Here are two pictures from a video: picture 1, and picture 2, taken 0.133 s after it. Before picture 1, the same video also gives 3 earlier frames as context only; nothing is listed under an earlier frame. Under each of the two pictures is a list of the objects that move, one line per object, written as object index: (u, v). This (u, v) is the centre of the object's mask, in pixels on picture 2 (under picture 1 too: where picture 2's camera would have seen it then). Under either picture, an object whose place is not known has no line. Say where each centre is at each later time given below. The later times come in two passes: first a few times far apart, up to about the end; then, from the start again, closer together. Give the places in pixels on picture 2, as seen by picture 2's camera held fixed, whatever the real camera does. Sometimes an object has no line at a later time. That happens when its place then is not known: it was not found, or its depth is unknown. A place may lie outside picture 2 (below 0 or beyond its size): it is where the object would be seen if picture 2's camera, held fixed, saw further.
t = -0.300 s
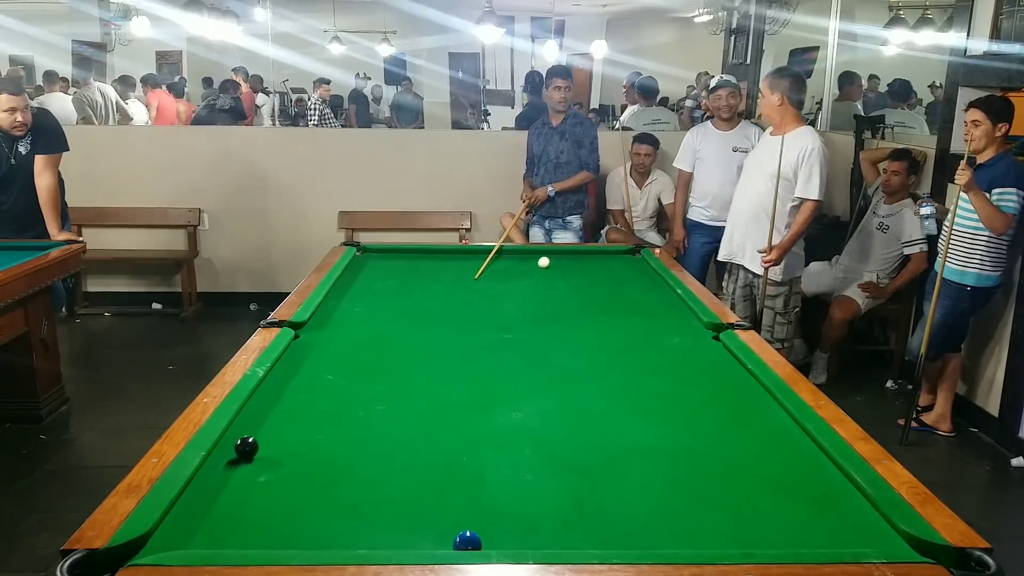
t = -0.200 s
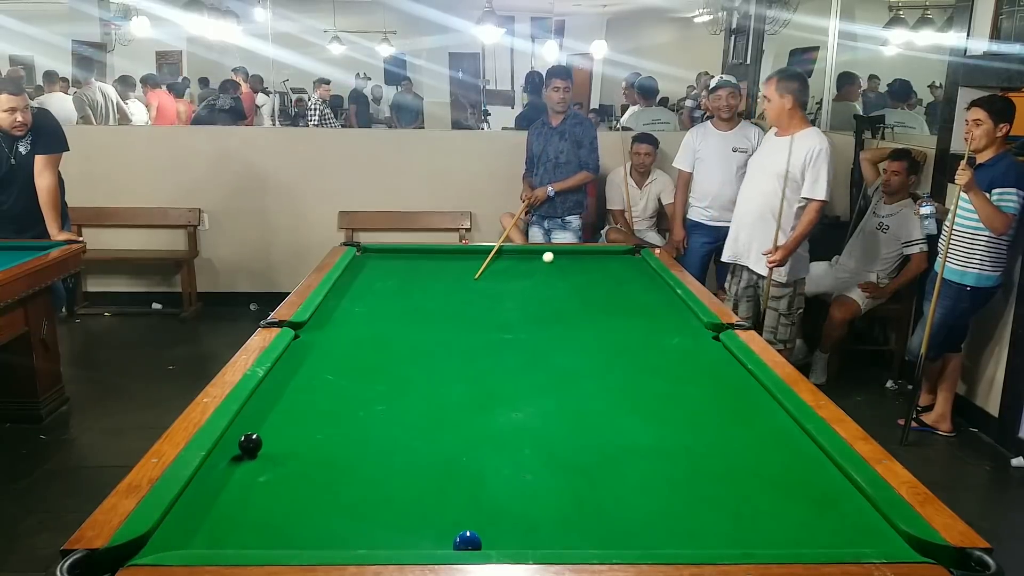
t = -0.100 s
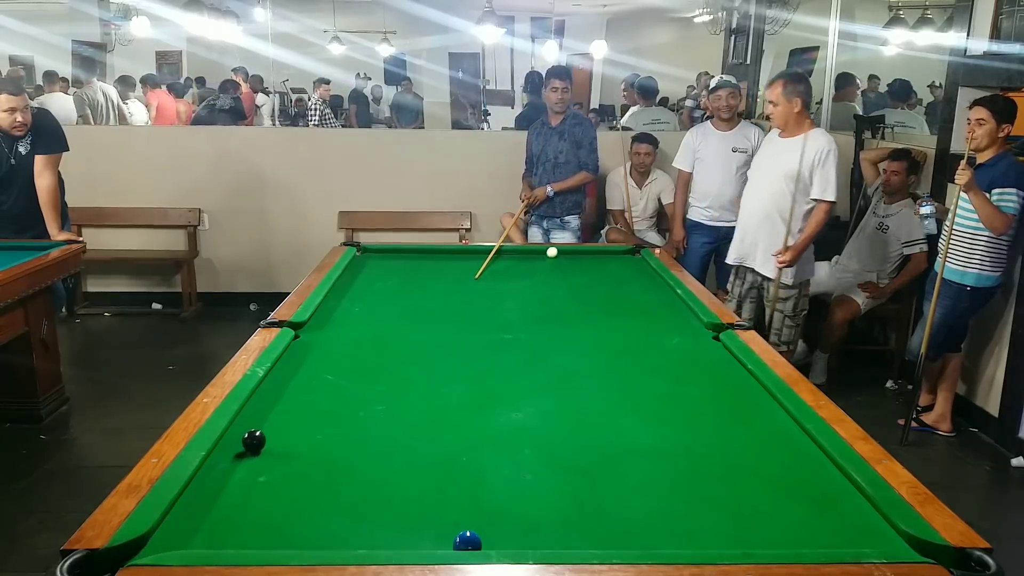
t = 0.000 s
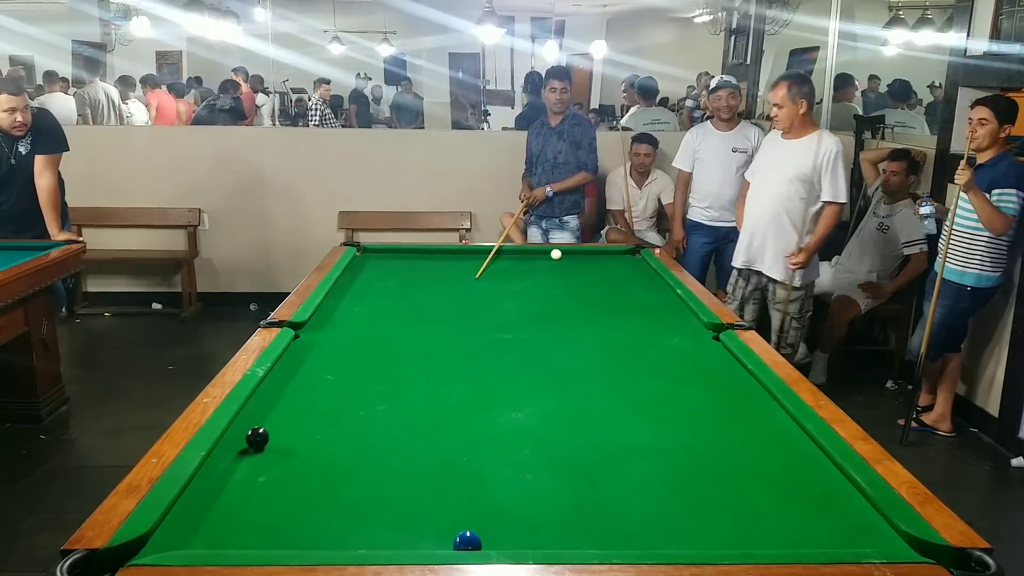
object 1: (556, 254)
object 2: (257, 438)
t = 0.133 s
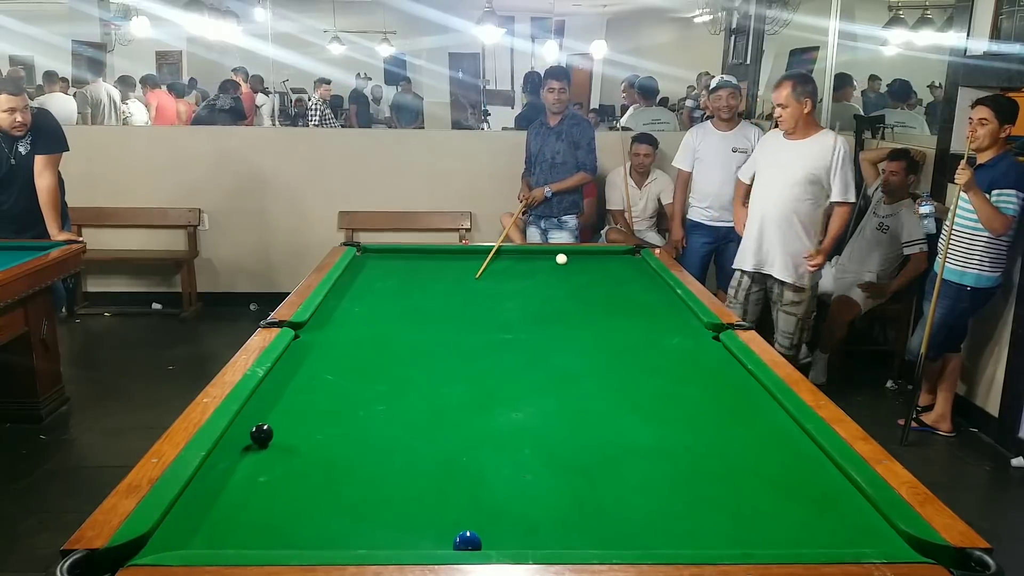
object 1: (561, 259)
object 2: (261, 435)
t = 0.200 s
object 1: (564, 262)
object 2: (264, 433)
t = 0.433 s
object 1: (574, 270)
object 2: (271, 429)
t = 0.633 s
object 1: (583, 279)
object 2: (276, 426)
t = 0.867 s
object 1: (594, 289)
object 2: (280, 423)
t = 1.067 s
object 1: (604, 298)
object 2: (281, 422)
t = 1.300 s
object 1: (616, 309)
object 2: (282, 421)
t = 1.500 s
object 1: (627, 319)
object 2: (282, 422)
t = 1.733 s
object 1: (640, 331)
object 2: (282, 422)
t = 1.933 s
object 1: (652, 343)
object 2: (282, 422)
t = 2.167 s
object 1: (667, 356)
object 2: (282, 422)
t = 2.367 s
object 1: (681, 369)
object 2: (282, 422)
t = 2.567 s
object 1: (694, 382)
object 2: (282, 422)
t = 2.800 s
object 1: (712, 397)
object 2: (282, 422)
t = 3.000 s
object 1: (727, 411)
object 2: (282, 422)
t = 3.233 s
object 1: (745, 428)
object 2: (282, 422)
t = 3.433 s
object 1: (762, 443)
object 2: (282, 422)
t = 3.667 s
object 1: (781, 461)
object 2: (282, 422)
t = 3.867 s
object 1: (799, 476)
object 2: (282, 422)
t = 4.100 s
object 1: (820, 494)
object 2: (282, 422)
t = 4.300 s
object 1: (838, 509)
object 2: (282, 422)
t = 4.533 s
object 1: (860, 526)
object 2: (282, 422)
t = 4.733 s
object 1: (878, 538)
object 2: (282, 422)
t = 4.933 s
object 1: (893, 543)
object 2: (282, 422)
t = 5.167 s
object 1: (900, 540)
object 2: (282, 422)
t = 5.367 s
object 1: (892, 540)
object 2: (282, 422)
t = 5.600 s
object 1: (885, 539)
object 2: (282, 422)
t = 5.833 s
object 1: (881, 539)
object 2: (282, 422)
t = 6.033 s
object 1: (881, 539)
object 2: (282, 422)
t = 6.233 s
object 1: (882, 539)
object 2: (282, 422)
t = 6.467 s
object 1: (883, 539)
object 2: (282, 422)
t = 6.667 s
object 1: (883, 539)
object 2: (282, 422)
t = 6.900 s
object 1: (883, 539)
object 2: (282, 422)
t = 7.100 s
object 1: (883, 539)
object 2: (282, 422)
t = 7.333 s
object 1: (883, 539)
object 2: (282, 422)
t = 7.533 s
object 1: (883, 539)
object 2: (282, 422)
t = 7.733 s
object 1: (883, 539)
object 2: (282, 422)
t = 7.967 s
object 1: (883, 539)
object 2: (282, 422)
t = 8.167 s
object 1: (883, 539)
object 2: (282, 422)
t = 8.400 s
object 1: (883, 539)
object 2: (282, 422)
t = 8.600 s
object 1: (883, 539)
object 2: (282, 422)
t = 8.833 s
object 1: (883, 539)
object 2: (282, 422)
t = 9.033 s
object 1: (883, 539)
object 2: (282, 422)
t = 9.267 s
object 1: (883, 539)
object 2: (282, 422)
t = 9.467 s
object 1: (883, 539)
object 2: (282, 422)
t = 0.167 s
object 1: (563, 260)
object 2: (263, 434)
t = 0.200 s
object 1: (564, 262)
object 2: (264, 433)
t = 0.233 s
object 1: (565, 263)
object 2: (265, 432)
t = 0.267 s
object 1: (567, 264)
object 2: (266, 432)
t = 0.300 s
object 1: (568, 265)
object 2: (267, 431)
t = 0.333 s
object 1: (569, 267)
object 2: (268, 431)
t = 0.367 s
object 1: (571, 268)
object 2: (269, 430)
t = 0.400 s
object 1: (572, 269)
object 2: (270, 429)
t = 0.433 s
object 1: (574, 270)
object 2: (271, 429)
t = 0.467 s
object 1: (575, 272)
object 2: (271, 428)
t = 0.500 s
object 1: (577, 273)
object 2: (272, 428)
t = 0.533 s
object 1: (578, 275)
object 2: (273, 427)
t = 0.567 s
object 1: (580, 276)
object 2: (274, 427)
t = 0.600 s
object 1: (581, 277)
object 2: (275, 427)
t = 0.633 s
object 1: (583, 279)
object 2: (276, 426)
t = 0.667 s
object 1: (584, 280)
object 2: (276, 425)
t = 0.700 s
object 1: (586, 281)
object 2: (277, 425)
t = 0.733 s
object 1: (588, 283)
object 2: (278, 425)
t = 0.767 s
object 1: (589, 284)
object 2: (278, 424)
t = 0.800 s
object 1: (591, 286)
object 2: (279, 424)
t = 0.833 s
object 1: (592, 287)
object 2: (279, 424)
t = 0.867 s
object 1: (594, 289)
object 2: (280, 423)
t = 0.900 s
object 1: (595, 290)
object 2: (280, 423)
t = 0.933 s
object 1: (597, 292)
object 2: (280, 423)
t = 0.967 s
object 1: (599, 293)
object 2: (280, 423)
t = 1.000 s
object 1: (600, 295)
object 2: (281, 422)
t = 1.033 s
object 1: (602, 296)
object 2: (281, 422)
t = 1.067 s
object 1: (604, 298)
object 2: (281, 422)
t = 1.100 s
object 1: (605, 299)
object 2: (281, 422)
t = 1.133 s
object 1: (607, 301)
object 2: (282, 422)
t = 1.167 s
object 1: (609, 302)
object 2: (282, 422)
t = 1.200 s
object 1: (611, 304)
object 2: (282, 421)
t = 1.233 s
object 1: (612, 306)
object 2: (282, 421)
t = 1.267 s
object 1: (614, 307)
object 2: (282, 421)
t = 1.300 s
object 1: (616, 309)
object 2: (282, 421)
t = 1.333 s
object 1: (618, 311)
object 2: (282, 421)
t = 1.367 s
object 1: (619, 312)
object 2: (282, 421)
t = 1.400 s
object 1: (621, 314)
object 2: (282, 421)
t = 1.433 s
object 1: (623, 315)
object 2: (282, 421)
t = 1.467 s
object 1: (625, 317)
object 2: (282, 422)
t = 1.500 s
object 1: (627, 319)
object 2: (282, 422)
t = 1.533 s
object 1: (629, 321)
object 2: (282, 422)
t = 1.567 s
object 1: (631, 323)
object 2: (282, 422)
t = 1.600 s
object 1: (632, 324)
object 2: (282, 422)
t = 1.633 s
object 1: (634, 326)
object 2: (282, 422)
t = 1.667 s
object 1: (636, 328)
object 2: (282, 422)
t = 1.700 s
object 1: (638, 330)
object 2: (282, 422)
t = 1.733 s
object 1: (640, 331)
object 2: (282, 422)
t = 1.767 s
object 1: (642, 333)
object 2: (282, 422)
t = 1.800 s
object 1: (644, 335)
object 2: (282, 422)
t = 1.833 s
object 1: (646, 337)
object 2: (282, 422)
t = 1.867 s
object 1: (648, 339)
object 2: (282, 422)
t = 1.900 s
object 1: (650, 341)
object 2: (282, 421)
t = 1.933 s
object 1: (652, 343)
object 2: (282, 422)
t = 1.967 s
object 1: (655, 345)
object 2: (282, 422)
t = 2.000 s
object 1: (657, 346)
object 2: (282, 422)
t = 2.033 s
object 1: (659, 348)
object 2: (282, 422)
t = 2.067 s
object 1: (661, 351)
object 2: (282, 422)
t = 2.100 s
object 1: (663, 352)
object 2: (282, 422)
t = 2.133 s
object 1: (665, 354)
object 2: (282, 422)
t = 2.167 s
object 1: (667, 356)
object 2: (282, 422)
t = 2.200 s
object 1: (670, 359)
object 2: (282, 422)
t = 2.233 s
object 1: (672, 360)
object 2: (282, 422)
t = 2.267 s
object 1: (674, 363)
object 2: (282, 422)
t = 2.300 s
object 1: (676, 365)
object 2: (282, 422)
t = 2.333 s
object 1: (678, 367)
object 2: (282, 422)
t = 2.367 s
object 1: (681, 369)
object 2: (282, 422)
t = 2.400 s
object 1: (683, 371)
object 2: (282, 422)
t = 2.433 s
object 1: (685, 373)
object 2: (282, 422)
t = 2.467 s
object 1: (688, 375)
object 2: (282, 422)
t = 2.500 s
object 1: (690, 377)
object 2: (282, 422)
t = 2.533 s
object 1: (692, 379)
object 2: (282, 422)
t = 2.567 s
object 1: (694, 382)
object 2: (282, 422)
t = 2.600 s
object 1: (697, 384)
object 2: (282, 422)
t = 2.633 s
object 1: (699, 386)
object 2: (282, 422)
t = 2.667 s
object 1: (702, 388)
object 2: (282, 422)
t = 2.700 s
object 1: (704, 391)
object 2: (282, 422)
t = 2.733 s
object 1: (707, 393)
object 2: (282, 422)
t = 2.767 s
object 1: (709, 395)
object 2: (282, 422)
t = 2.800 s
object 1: (712, 397)
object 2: (282, 422)
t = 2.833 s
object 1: (714, 400)
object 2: (282, 422)
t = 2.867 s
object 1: (717, 402)
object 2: (282, 422)
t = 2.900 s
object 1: (719, 405)
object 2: (282, 422)
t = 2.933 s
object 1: (722, 407)
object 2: (282, 422)
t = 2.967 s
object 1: (724, 409)
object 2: (282, 422)
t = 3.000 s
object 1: (727, 411)
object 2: (282, 422)
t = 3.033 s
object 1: (729, 414)
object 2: (282, 422)
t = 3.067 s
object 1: (732, 416)
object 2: (282, 422)
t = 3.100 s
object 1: (734, 419)
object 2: (282, 422)
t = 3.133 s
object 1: (737, 421)
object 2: (282, 422)
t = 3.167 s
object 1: (740, 423)
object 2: (282, 422)
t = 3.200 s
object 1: (742, 426)
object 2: (282, 422)
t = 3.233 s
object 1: (745, 428)
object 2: (282, 422)
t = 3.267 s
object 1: (748, 431)
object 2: (282, 422)
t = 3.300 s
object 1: (750, 433)
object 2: (282, 422)
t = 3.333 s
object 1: (753, 436)
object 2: (282, 422)
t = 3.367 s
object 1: (756, 438)
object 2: (282, 422)
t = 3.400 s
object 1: (759, 441)
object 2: (282, 422)
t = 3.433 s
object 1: (762, 443)
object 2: (282, 422)
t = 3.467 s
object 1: (764, 446)
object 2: (282, 422)
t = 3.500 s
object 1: (767, 448)
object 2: (282, 422)
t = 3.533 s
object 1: (770, 451)
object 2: (282, 422)
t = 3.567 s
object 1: (773, 453)
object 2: (282, 422)
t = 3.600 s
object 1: (776, 456)
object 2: (282, 422)
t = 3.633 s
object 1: (779, 458)
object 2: (282, 422)
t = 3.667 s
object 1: (781, 461)
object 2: (282, 422)
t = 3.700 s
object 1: (784, 463)
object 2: (282, 422)
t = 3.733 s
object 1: (787, 466)
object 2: (282, 422)
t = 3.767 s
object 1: (790, 468)
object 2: (282, 422)
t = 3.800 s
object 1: (793, 471)
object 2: (282, 422)
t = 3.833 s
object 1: (796, 474)
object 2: (282, 422)
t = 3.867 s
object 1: (799, 476)
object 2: (282, 422)
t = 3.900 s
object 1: (802, 478)
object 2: (282, 422)
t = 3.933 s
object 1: (805, 481)
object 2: (282, 422)
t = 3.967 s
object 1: (807, 483)
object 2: (282, 422)
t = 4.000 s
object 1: (811, 486)
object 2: (282, 421)
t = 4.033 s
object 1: (814, 489)
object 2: (282, 422)
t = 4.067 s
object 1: (817, 491)
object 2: (282, 422)
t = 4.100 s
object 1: (820, 494)
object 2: (282, 422)
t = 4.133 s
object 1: (823, 496)
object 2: (282, 422)
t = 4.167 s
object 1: (826, 499)
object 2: (282, 422)
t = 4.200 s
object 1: (829, 501)
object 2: (282, 422)
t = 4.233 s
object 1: (832, 504)
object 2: (282, 422)
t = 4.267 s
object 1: (835, 506)
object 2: (282, 422)
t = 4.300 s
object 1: (838, 509)
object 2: (282, 422)
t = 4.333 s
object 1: (841, 511)
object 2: (282, 422)
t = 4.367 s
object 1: (844, 514)
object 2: (282, 422)
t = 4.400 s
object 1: (847, 516)
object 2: (282, 422)
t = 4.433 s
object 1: (850, 519)
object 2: (282, 422)
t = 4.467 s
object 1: (854, 521)
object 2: (282, 422)
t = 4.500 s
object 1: (857, 523)
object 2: (282, 422)
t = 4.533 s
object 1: (860, 526)
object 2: (282, 422)
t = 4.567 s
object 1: (863, 528)
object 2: (282, 422)
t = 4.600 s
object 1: (866, 531)
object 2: (282, 422)
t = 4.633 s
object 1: (869, 533)
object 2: (282, 422)
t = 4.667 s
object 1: (872, 535)
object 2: (282, 422)
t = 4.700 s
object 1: (875, 537)
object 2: (282, 422)
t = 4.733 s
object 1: (878, 538)
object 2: (282, 422)
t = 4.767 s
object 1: (881, 540)
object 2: (282, 422)
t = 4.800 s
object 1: (884, 541)
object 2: (282, 422)
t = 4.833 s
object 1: (887, 543)
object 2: (282, 422)
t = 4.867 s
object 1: (890, 544)
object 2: (282, 422)
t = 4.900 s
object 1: (892, 544)
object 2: (282, 422)
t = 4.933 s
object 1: (893, 543)
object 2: (282, 422)
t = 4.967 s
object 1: (894, 543)
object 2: (282, 422)
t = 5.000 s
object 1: (895, 542)
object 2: (282, 422)
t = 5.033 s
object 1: (896, 542)
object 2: (282, 422)
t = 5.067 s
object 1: (897, 541)
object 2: (282, 422)
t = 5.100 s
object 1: (899, 541)
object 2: (282, 422)
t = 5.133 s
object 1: (900, 540)
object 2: (282, 422)
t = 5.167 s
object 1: (900, 540)
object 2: (282, 422)
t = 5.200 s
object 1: (899, 540)
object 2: (282, 422)
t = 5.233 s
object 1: (898, 539)
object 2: (282, 422)
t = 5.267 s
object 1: (897, 539)
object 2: (282, 422)
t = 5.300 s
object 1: (895, 540)
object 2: (282, 422)
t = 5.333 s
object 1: (894, 540)
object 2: (282, 422)
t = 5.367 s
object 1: (892, 540)
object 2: (282, 422)
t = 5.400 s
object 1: (891, 539)
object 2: (282, 422)
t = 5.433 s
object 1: (890, 540)
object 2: (282, 422)
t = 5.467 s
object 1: (889, 539)
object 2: (282, 422)
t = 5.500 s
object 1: (888, 539)
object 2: (282, 422)
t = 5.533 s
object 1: (887, 539)
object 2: (282, 422)
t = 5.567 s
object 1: (886, 539)
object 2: (282, 422)
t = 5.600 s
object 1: (885, 539)
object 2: (282, 422)
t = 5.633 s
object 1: (884, 539)
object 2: (282, 422)
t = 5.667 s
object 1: (884, 539)
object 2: (282, 422)
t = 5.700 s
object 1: (883, 539)
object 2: (282, 422)
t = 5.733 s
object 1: (882, 539)
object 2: (282, 422)
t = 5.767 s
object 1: (882, 539)
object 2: (282, 422)
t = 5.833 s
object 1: (881, 539)
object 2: (282, 422)
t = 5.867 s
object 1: (881, 539)
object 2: (282, 422)
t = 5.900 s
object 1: (881, 539)
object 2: (282, 422)
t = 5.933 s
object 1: (881, 539)
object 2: (282, 422)
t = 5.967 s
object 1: (881, 539)
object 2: (282, 422)
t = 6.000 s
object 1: (881, 539)
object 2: (282, 422)
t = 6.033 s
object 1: (881, 539)
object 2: (282, 422)
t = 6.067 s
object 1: (881, 539)
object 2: (282, 422)
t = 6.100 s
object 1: (882, 539)
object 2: (282, 422)
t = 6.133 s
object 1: (882, 539)
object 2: (282, 422)
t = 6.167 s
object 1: (882, 539)
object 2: (282, 422)
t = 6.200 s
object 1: (882, 539)
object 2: (282, 422)
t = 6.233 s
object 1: (882, 539)
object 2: (282, 422)
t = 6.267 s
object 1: (882, 539)
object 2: (282, 422)
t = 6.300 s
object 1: (883, 539)
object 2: (282, 422)
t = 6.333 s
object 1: (883, 539)
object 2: (282, 422)
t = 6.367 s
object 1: (883, 539)
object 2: (282, 422)
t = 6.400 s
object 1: (883, 539)
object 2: (282, 422)
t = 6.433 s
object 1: (883, 539)
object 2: (282, 422)
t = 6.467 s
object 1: (883, 539)
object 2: (282, 422)
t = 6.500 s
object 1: (883, 539)
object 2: (282, 422)
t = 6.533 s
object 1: (883, 539)
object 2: (282, 422)
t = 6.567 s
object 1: (883, 539)
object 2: (282, 422)
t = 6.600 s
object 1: (883, 539)
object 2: (282, 422)
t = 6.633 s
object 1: (883, 539)
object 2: (282, 422)
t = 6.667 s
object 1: (883, 539)
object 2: (282, 422)
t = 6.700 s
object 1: (883, 539)
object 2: (282, 422)
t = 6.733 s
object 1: (883, 539)
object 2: (282, 422)
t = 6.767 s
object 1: (883, 539)
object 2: (282, 422)
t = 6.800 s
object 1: (883, 539)
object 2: (282, 422)
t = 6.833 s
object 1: (883, 539)
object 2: (282, 422)
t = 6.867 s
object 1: (883, 539)
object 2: (282, 422)
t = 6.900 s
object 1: (883, 539)
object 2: (282, 422)
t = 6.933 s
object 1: (883, 539)
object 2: (282, 422)
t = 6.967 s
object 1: (883, 539)
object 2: (282, 422)
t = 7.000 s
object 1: (883, 539)
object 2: (282, 422)
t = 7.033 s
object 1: (883, 539)
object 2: (282, 422)
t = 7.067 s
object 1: (883, 539)
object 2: (282, 422)
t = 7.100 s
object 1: (883, 539)
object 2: (282, 422)
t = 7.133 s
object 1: (883, 539)
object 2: (282, 422)
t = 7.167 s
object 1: (883, 539)
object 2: (282, 422)
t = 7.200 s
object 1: (883, 539)
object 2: (282, 422)
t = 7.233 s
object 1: (883, 539)
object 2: (282, 422)
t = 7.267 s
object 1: (883, 539)
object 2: (282, 422)
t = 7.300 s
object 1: (883, 539)
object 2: (282, 422)
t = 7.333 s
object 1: (883, 539)
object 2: (282, 422)
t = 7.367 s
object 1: (883, 539)
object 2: (282, 422)
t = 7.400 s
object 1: (883, 539)
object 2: (282, 422)
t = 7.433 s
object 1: (883, 539)
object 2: (282, 422)
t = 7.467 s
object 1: (883, 539)
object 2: (282, 422)
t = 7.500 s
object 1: (883, 539)
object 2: (282, 422)
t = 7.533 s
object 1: (883, 539)
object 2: (282, 422)
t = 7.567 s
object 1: (883, 539)
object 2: (282, 422)
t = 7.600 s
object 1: (883, 539)
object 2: (282, 422)
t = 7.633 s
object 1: (883, 539)
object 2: (282, 422)
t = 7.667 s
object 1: (883, 539)
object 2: (282, 422)
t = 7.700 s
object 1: (883, 539)
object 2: (282, 422)
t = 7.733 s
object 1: (883, 539)
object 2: (282, 422)
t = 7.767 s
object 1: (883, 539)
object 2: (282, 422)
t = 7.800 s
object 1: (883, 539)
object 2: (282, 422)
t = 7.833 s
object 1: (883, 539)
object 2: (282, 422)
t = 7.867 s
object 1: (883, 539)
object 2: (282, 422)
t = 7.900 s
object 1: (883, 539)
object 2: (282, 422)
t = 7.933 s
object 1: (883, 539)
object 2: (282, 422)
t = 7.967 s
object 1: (883, 539)
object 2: (282, 422)
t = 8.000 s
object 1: (883, 539)
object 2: (282, 422)
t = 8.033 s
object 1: (883, 539)
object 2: (282, 422)
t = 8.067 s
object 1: (883, 539)
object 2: (282, 422)
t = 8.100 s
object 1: (883, 539)
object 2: (282, 422)
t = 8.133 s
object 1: (883, 539)
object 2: (282, 422)
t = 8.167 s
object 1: (883, 539)
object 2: (282, 422)
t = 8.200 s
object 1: (883, 539)
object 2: (282, 422)
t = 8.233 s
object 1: (883, 539)
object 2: (282, 422)
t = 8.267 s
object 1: (883, 539)
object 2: (282, 422)
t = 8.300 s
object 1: (883, 539)
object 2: (282, 422)
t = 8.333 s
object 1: (883, 539)
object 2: (282, 422)
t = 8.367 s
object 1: (883, 539)
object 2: (282, 422)
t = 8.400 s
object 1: (883, 539)
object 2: (282, 422)
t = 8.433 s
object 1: (883, 539)
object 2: (282, 422)
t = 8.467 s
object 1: (883, 539)
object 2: (282, 422)
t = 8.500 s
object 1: (883, 539)
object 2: (282, 422)
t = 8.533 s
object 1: (883, 539)
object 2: (282, 422)
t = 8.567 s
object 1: (883, 539)
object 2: (282, 422)
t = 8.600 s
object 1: (883, 539)
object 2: (282, 422)
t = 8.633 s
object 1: (883, 539)
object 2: (282, 422)
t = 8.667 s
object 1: (883, 539)
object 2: (282, 422)
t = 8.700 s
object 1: (883, 539)
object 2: (282, 422)
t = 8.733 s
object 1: (883, 539)
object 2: (282, 422)
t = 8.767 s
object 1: (883, 539)
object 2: (282, 422)
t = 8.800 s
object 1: (883, 539)
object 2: (282, 422)
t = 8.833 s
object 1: (883, 539)
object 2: (282, 422)
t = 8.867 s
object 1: (883, 539)
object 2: (282, 422)
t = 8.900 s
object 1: (883, 539)
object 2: (282, 422)
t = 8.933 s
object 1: (883, 539)
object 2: (282, 422)
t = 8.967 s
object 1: (883, 539)
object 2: (282, 422)
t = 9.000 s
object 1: (883, 539)
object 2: (282, 422)
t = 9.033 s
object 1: (883, 539)
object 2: (282, 422)
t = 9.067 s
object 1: (883, 539)
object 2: (282, 422)
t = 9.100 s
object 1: (883, 539)
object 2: (282, 422)
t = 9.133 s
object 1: (883, 539)
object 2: (282, 422)
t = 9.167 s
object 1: (883, 539)
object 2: (282, 422)
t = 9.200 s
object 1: (883, 539)
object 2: (282, 422)
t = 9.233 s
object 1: (883, 539)
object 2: (282, 422)
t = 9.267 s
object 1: (883, 539)
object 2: (282, 422)
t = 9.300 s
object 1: (883, 539)
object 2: (282, 422)
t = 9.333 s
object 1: (883, 539)
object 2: (282, 422)
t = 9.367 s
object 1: (883, 539)
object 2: (282, 422)
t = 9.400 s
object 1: (883, 539)
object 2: (282, 422)
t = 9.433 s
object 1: (883, 539)
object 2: (282, 422)
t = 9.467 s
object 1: (883, 539)
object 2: (282, 422)
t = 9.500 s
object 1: (883, 539)
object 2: (282, 422)
